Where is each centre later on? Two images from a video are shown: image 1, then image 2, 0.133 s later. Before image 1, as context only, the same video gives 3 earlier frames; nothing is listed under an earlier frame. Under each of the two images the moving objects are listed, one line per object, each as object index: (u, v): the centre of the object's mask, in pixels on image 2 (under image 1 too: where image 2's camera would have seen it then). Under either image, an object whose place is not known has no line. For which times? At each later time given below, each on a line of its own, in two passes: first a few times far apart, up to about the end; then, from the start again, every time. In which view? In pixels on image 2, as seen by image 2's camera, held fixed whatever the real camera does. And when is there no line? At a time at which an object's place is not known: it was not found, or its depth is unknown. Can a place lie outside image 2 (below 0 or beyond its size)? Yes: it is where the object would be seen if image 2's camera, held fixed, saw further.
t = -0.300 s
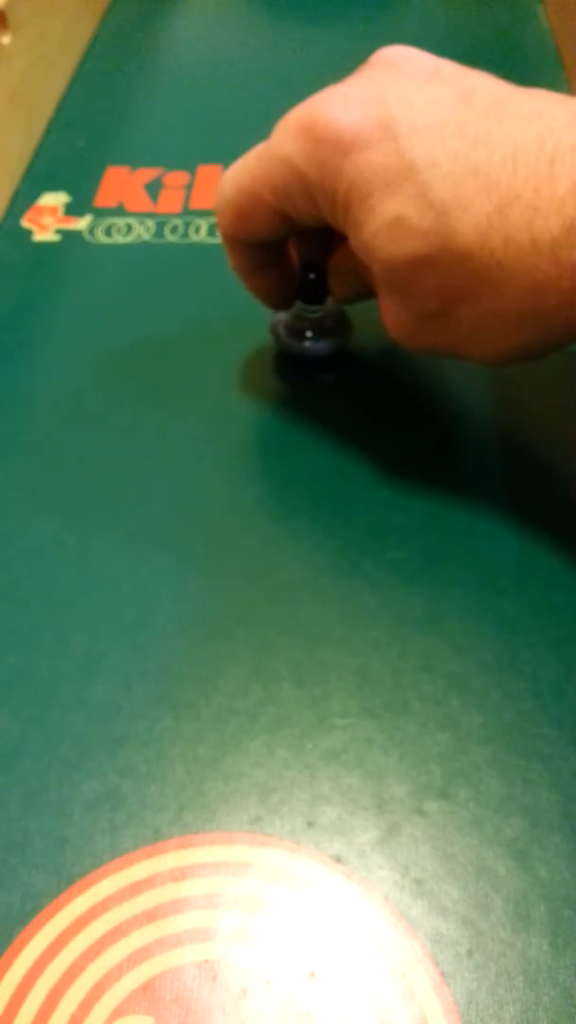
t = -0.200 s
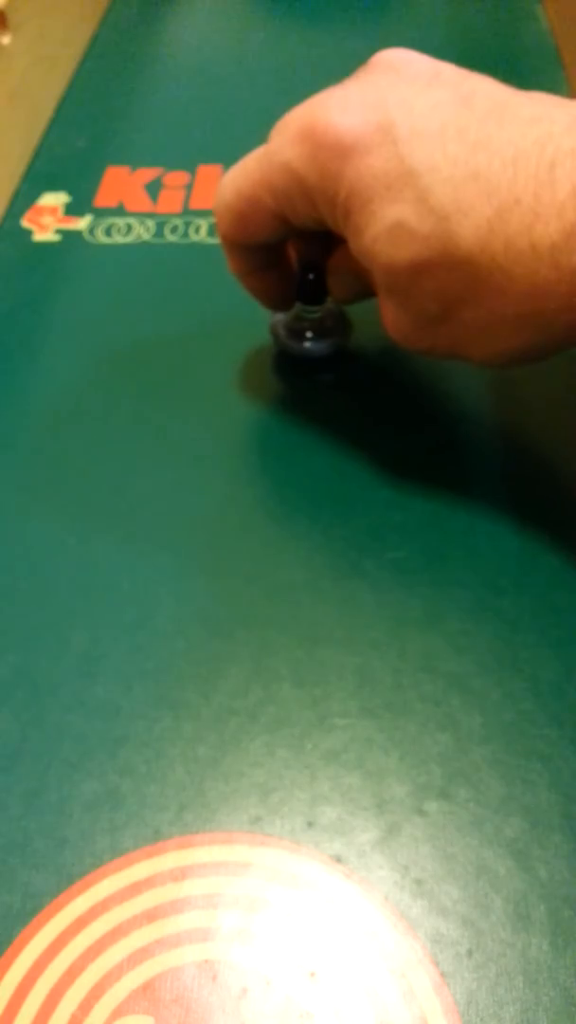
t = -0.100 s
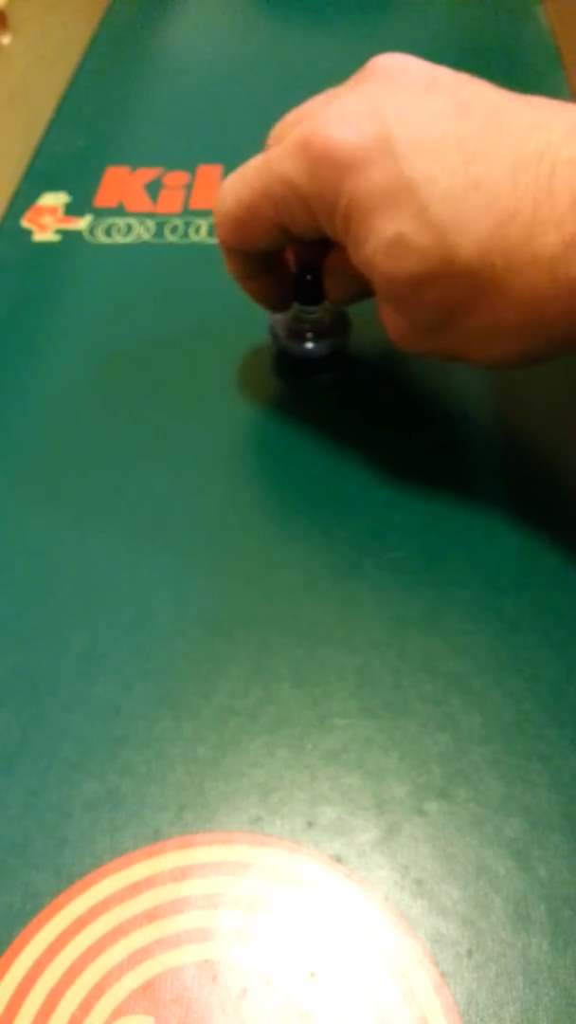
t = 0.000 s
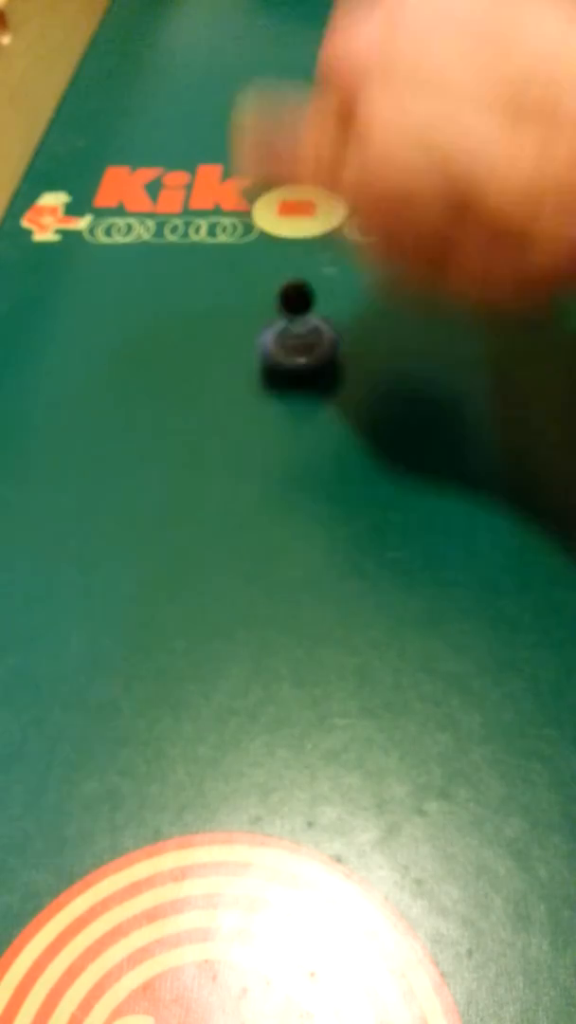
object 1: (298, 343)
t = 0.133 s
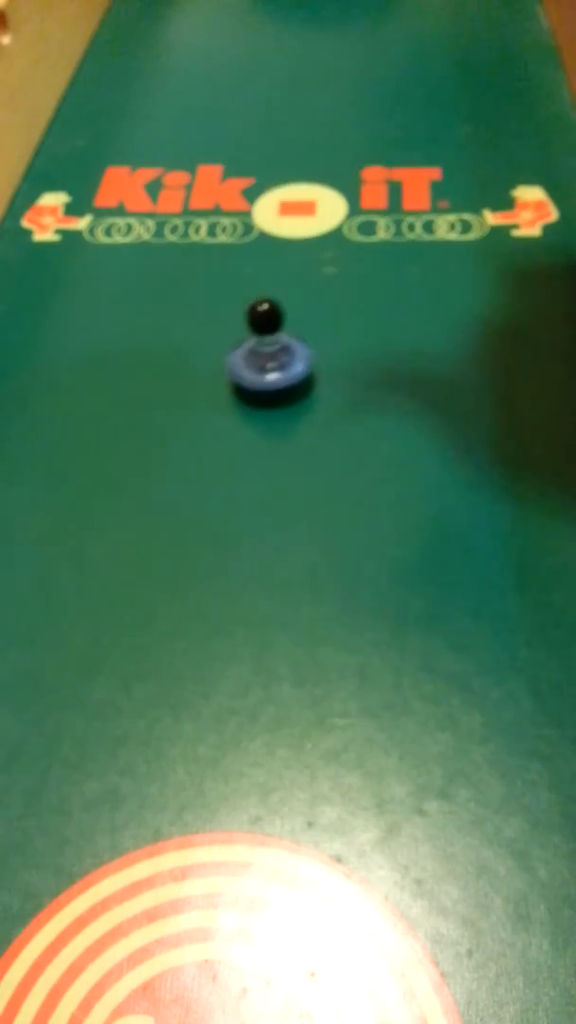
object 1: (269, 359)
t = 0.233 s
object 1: (245, 366)
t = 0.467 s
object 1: (184, 363)
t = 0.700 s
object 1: (141, 341)
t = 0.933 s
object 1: (126, 309)
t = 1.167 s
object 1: (139, 277)
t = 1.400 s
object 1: (172, 254)
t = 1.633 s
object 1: (214, 244)
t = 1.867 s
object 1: (254, 246)
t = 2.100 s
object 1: (284, 261)
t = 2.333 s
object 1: (292, 281)
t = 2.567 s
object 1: (277, 300)
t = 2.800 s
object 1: (245, 313)
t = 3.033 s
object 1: (211, 312)
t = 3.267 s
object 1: (184, 299)
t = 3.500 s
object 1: (174, 279)
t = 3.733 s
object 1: (184, 262)
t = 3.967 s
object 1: (207, 250)
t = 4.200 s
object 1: (235, 248)
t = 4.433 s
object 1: (258, 256)
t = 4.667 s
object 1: (269, 270)
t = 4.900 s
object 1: (263, 286)
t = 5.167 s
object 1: (240, 302)
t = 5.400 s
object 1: (213, 307)
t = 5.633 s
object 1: (191, 305)
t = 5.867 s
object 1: (180, 297)
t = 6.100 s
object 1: (181, 287)
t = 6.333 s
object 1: (192, 281)
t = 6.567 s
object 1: (204, 281)
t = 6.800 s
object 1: (216, 289)
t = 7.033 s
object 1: (223, 302)
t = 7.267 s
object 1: (219, 316)
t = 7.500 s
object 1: (206, 325)
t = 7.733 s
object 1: (189, 331)
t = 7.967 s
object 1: (173, 330)
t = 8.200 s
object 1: (165, 324)
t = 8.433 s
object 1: (162, 317)
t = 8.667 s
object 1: (168, 313)
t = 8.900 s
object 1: (176, 313)
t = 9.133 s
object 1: (189, 318)
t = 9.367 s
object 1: (198, 327)
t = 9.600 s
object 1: (201, 339)
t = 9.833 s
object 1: (199, 352)
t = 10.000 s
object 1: (195, 360)
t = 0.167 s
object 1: (262, 362)
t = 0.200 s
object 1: (254, 364)
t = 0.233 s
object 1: (245, 366)
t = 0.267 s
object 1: (236, 367)
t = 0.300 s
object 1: (227, 367)
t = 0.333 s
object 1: (218, 367)
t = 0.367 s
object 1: (209, 367)
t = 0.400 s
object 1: (201, 366)
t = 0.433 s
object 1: (193, 365)
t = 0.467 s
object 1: (184, 363)
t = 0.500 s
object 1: (177, 362)
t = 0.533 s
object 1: (170, 359)
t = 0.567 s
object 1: (163, 356)
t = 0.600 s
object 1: (157, 353)
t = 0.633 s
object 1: (151, 349)
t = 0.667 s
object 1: (146, 345)
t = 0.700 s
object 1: (141, 341)
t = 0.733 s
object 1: (137, 337)
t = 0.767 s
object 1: (134, 333)
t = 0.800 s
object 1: (131, 328)
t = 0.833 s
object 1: (129, 323)
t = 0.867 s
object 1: (128, 319)
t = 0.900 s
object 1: (127, 314)
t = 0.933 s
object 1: (126, 309)
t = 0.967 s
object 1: (126, 304)
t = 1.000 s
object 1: (128, 299)
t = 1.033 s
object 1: (129, 295)
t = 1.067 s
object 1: (131, 291)
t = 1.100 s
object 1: (133, 286)
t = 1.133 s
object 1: (136, 281)
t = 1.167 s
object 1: (139, 277)
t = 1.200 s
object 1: (143, 273)
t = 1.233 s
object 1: (147, 269)
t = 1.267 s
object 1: (152, 266)
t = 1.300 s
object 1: (156, 262)
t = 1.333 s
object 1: (161, 260)
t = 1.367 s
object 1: (164, 252)
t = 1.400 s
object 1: (172, 254)
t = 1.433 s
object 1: (178, 251)
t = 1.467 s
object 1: (183, 249)
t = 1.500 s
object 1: (190, 248)
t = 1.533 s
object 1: (195, 248)
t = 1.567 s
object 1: (201, 245)
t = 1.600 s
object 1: (207, 243)
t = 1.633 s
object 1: (214, 244)
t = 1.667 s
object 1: (220, 243)
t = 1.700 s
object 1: (226, 243)
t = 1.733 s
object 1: (232, 243)
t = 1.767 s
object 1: (237, 243)
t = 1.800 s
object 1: (243, 244)
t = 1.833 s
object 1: (249, 245)
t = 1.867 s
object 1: (254, 246)
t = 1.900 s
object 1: (260, 248)
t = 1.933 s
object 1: (265, 250)
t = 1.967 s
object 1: (269, 251)
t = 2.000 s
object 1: (274, 253)
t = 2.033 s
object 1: (277, 256)
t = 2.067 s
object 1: (281, 258)
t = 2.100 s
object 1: (284, 261)
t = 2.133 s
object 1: (287, 264)
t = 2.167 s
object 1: (289, 266)
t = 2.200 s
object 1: (291, 269)
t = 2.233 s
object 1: (292, 272)
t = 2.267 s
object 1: (292, 275)
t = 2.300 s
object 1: (292, 278)
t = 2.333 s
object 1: (292, 281)
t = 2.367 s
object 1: (291, 283)
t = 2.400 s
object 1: (290, 286)
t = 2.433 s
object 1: (288, 289)
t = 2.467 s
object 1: (286, 293)
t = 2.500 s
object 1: (283, 295)
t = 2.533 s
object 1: (280, 298)
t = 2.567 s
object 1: (277, 300)
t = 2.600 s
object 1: (273, 303)
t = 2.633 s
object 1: (269, 305)
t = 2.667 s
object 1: (265, 307)
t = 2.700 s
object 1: (261, 309)
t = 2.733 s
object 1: (256, 311)
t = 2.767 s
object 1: (251, 312)
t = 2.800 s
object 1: (245, 313)
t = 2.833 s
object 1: (240, 313)
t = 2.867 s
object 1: (235, 314)
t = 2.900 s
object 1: (230, 314)
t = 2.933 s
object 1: (225, 314)
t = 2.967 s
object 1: (220, 314)
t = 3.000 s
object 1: (215, 313)
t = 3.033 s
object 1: (211, 312)
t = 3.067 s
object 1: (206, 311)
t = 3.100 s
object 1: (202, 309)
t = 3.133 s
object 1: (198, 308)
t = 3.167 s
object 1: (194, 306)
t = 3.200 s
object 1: (191, 303)
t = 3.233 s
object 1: (187, 301)
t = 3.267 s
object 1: (184, 299)
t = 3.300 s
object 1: (182, 296)
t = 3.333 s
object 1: (180, 293)
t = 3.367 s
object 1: (178, 291)
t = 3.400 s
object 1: (177, 287)
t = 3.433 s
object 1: (175, 284)
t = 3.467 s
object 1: (175, 282)
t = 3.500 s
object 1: (174, 279)
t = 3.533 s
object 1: (174, 276)
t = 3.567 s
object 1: (175, 274)
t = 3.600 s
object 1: (176, 271)
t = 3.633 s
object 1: (178, 269)
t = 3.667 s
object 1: (180, 267)
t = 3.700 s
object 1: (182, 264)
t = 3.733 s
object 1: (184, 262)
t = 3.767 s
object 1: (188, 259)
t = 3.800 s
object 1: (190, 258)
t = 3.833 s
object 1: (194, 256)
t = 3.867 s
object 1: (197, 254)
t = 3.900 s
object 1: (201, 253)
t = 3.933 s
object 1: (204, 251)
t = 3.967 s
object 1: (207, 250)
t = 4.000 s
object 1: (211, 249)
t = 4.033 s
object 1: (215, 249)
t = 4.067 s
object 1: (219, 248)
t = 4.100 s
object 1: (223, 248)
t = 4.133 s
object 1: (228, 248)
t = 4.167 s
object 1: (232, 248)
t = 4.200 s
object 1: (235, 248)
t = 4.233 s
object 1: (239, 249)
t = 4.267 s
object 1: (242, 249)
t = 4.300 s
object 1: (246, 250)
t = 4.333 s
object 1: (249, 251)
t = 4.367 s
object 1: (252, 253)
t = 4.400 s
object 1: (256, 254)
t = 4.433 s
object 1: (258, 256)
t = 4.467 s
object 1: (260, 257)
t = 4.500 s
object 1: (263, 259)
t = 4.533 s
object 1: (265, 261)
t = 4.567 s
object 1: (266, 263)
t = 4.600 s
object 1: (267, 265)
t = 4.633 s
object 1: (268, 267)
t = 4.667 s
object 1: (269, 270)
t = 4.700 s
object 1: (269, 273)
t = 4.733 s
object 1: (268, 275)
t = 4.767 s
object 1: (268, 277)
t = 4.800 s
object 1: (267, 279)
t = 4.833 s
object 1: (266, 281)
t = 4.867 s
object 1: (265, 284)
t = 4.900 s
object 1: (263, 286)
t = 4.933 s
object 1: (261, 289)
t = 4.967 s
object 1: (258, 291)
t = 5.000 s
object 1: (255, 294)
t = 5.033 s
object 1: (253, 296)
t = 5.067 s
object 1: (250, 297)
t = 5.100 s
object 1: (247, 299)
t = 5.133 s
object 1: (243, 300)
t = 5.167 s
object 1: (240, 302)
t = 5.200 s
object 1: (236, 303)
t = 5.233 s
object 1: (232, 304)
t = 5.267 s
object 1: (228, 305)
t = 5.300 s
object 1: (224, 306)
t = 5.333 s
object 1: (220, 306)
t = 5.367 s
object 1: (217, 307)
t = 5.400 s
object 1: (213, 307)
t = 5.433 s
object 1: (209, 308)
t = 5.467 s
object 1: (205, 308)
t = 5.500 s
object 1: (202, 308)
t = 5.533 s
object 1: (199, 307)
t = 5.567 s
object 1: (196, 306)
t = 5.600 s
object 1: (193, 306)
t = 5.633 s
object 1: (191, 305)
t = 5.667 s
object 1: (189, 304)
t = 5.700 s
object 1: (187, 303)
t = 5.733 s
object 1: (184, 302)
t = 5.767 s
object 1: (183, 301)
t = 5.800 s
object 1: (182, 300)
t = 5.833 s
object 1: (181, 298)
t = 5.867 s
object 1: (180, 297)
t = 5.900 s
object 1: (179, 295)
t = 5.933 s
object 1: (179, 294)
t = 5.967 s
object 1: (179, 292)
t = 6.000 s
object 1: (179, 291)
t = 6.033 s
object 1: (180, 289)
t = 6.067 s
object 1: (180, 288)
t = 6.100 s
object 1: (181, 287)
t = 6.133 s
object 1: (182, 286)
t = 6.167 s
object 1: (183, 285)
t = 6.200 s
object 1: (184, 284)
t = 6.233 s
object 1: (186, 283)
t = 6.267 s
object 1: (188, 282)
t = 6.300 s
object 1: (189, 282)
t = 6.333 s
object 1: (192, 281)
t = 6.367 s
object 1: (194, 280)
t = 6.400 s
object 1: (195, 280)
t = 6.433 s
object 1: (197, 280)
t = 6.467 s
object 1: (199, 280)
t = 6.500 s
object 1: (201, 280)
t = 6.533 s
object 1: (203, 280)
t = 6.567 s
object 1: (204, 281)
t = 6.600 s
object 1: (206, 282)
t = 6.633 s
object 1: (208, 282)
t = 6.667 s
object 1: (210, 283)
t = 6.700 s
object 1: (211, 285)
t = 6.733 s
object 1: (213, 286)
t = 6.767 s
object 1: (215, 287)
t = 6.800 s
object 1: (216, 289)
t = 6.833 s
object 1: (218, 290)
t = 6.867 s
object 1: (219, 292)
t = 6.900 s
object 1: (220, 294)
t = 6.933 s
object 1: (221, 295)
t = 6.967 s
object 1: (222, 298)
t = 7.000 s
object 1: (223, 299)
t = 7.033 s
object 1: (223, 302)
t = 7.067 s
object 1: (223, 304)
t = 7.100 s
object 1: (223, 305)
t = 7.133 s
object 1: (222, 307)
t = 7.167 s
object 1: (222, 309)
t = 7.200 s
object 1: (221, 311)
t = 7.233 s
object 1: (220, 313)
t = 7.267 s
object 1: (219, 316)
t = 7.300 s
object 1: (218, 317)
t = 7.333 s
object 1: (216, 319)
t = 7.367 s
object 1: (215, 320)
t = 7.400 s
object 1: (213, 321)
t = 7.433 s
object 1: (211, 323)
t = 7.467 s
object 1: (208, 324)
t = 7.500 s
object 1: (206, 325)
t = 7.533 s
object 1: (203, 327)
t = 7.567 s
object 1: (201, 328)
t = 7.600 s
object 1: (198, 329)
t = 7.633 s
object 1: (196, 330)
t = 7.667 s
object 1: (193, 330)
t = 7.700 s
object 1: (191, 331)
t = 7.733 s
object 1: (189, 331)
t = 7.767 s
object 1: (187, 331)
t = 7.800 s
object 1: (184, 332)
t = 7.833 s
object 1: (182, 331)
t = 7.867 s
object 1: (179, 331)
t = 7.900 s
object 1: (177, 331)
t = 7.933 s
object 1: (175, 331)
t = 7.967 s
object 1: (173, 330)
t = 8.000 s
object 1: (171, 330)
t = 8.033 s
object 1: (170, 329)
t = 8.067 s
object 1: (169, 328)
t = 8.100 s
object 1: (168, 327)
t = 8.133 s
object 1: (167, 326)
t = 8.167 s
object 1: (166, 325)
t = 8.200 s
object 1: (165, 324)
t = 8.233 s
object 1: (164, 323)
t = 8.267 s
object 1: (164, 322)
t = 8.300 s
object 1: (163, 321)
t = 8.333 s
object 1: (163, 320)
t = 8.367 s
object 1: (163, 319)
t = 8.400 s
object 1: (162, 318)
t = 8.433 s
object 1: (162, 317)
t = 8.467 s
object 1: (163, 317)
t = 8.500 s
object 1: (163, 316)
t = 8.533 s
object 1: (164, 315)
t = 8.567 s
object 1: (165, 314)
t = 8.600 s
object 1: (166, 314)
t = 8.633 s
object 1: (167, 313)
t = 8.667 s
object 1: (168, 313)
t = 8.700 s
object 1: (169, 312)
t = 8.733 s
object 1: (170, 312)
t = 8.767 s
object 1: (171, 312)
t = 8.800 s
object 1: (173, 312)
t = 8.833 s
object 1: (174, 312)
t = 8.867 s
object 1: (175, 313)
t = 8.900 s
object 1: (176, 313)
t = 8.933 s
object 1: (178, 314)
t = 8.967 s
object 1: (180, 314)
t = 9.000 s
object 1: (183, 315)
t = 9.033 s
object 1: (185, 315)
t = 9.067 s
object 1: (186, 316)
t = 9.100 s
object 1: (188, 317)
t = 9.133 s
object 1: (189, 318)
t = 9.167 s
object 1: (191, 319)
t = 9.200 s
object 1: (192, 320)
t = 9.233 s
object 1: (194, 321)
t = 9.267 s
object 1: (195, 323)
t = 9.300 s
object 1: (196, 324)
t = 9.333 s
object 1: (197, 325)
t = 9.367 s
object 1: (198, 327)
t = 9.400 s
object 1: (199, 328)
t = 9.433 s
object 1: (199, 330)
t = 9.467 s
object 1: (200, 332)
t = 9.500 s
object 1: (200, 333)
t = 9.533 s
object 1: (201, 335)
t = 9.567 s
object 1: (201, 337)
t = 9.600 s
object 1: (201, 339)
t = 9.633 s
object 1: (201, 341)
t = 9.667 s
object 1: (201, 343)
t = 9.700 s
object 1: (200, 344)
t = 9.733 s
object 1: (200, 346)
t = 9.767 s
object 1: (199, 347)
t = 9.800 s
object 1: (199, 349)
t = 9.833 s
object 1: (199, 352)
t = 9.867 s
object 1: (198, 354)
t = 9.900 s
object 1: (197, 355)
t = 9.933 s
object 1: (196, 356)
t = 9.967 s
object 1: (196, 358)
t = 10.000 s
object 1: (195, 360)
